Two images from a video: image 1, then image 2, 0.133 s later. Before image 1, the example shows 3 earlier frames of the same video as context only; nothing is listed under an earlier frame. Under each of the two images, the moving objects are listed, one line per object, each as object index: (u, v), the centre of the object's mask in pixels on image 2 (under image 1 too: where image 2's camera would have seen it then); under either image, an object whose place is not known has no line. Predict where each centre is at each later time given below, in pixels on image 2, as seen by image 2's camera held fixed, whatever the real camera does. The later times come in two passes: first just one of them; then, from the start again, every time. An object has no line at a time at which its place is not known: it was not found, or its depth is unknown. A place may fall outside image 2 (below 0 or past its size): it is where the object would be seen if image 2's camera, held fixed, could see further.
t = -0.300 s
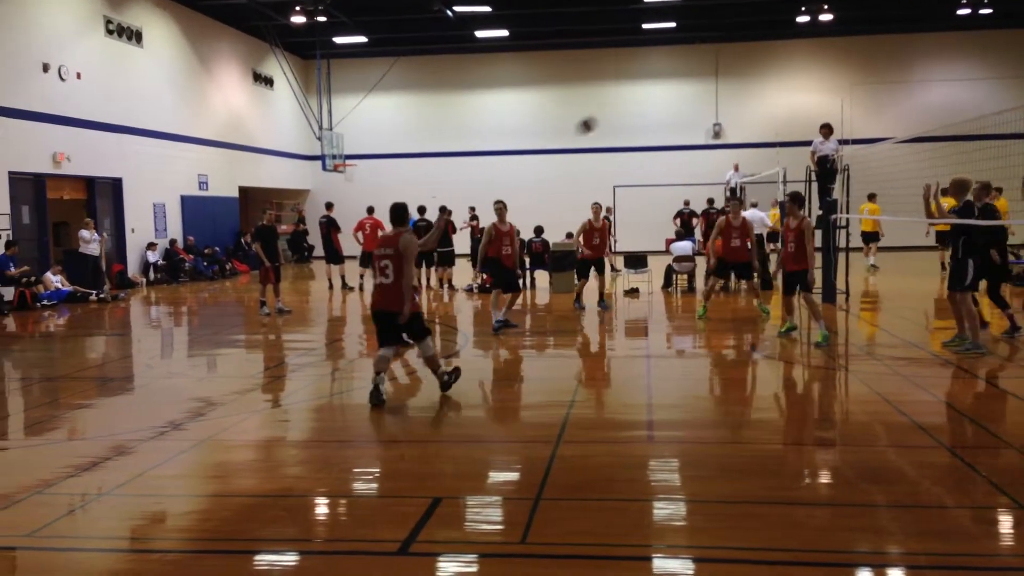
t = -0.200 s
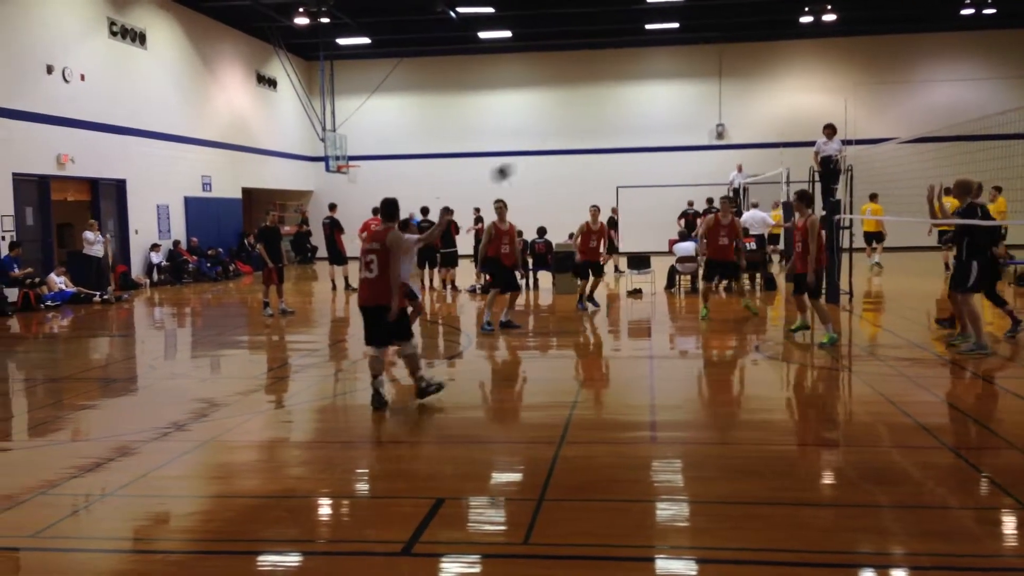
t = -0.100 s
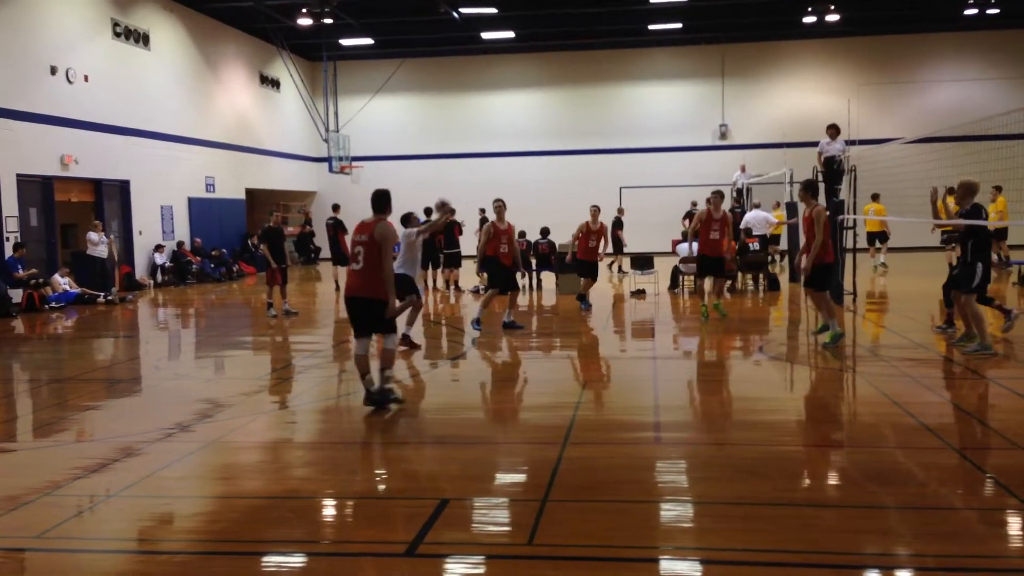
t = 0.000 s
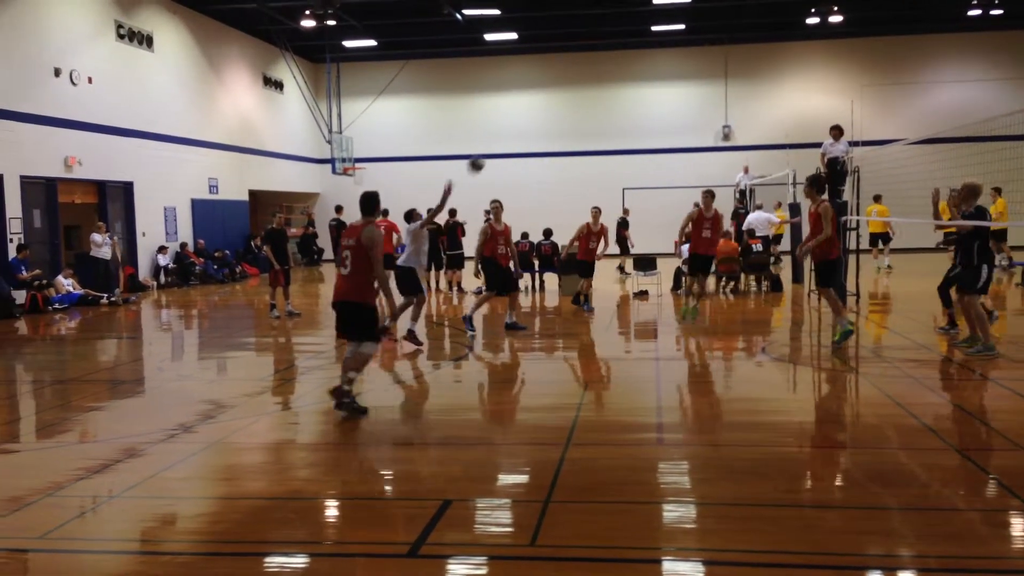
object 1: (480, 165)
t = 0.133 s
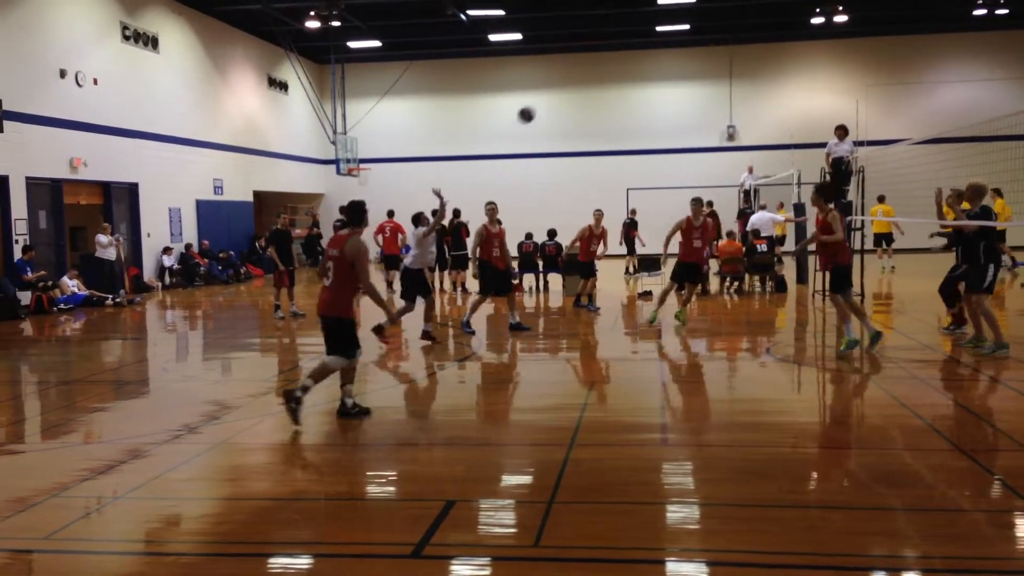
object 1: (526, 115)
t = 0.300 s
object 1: (585, 73)
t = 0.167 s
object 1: (538, 105)
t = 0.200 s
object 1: (550, 95)
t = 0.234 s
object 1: (562, 87)
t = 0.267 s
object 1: (573, 79)
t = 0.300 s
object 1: (585, 73)
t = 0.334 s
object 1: (597, 67)
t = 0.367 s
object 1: (609, 60)
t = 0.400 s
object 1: (622, 55)
